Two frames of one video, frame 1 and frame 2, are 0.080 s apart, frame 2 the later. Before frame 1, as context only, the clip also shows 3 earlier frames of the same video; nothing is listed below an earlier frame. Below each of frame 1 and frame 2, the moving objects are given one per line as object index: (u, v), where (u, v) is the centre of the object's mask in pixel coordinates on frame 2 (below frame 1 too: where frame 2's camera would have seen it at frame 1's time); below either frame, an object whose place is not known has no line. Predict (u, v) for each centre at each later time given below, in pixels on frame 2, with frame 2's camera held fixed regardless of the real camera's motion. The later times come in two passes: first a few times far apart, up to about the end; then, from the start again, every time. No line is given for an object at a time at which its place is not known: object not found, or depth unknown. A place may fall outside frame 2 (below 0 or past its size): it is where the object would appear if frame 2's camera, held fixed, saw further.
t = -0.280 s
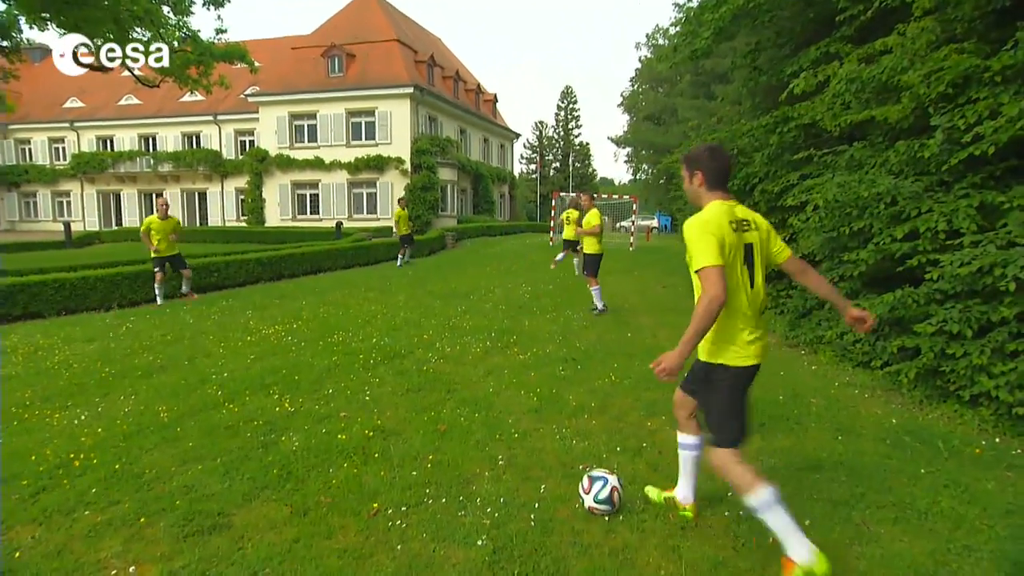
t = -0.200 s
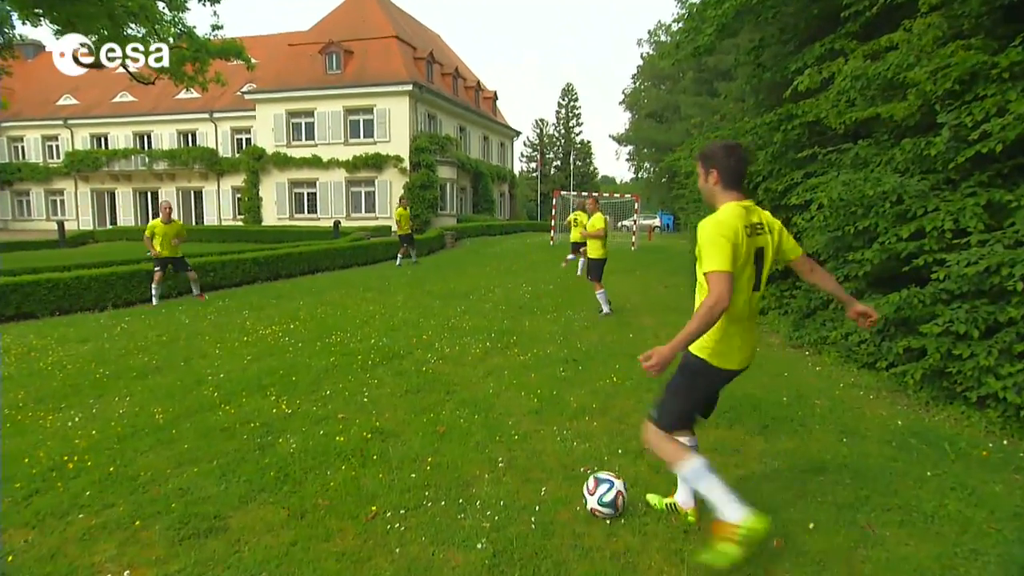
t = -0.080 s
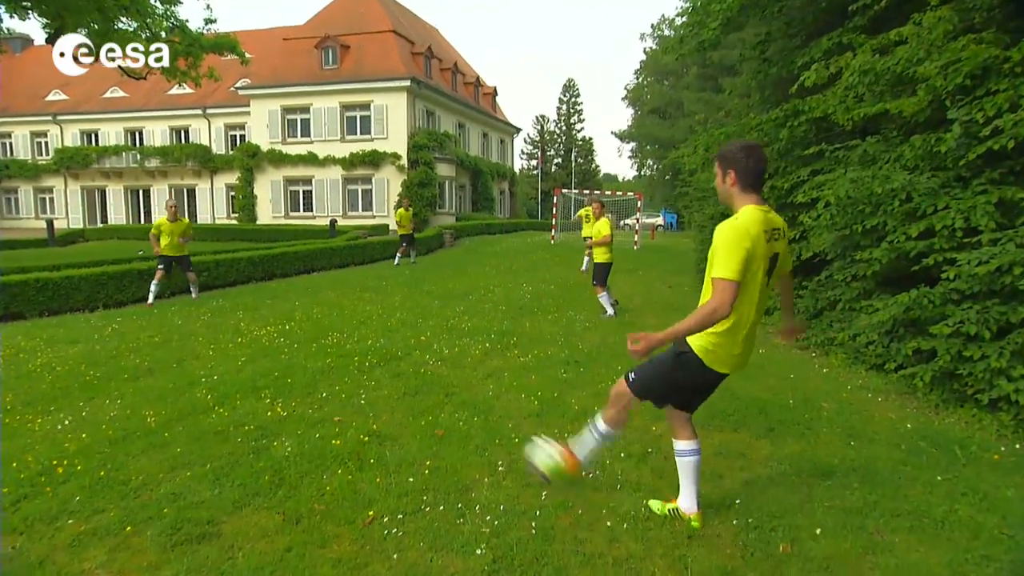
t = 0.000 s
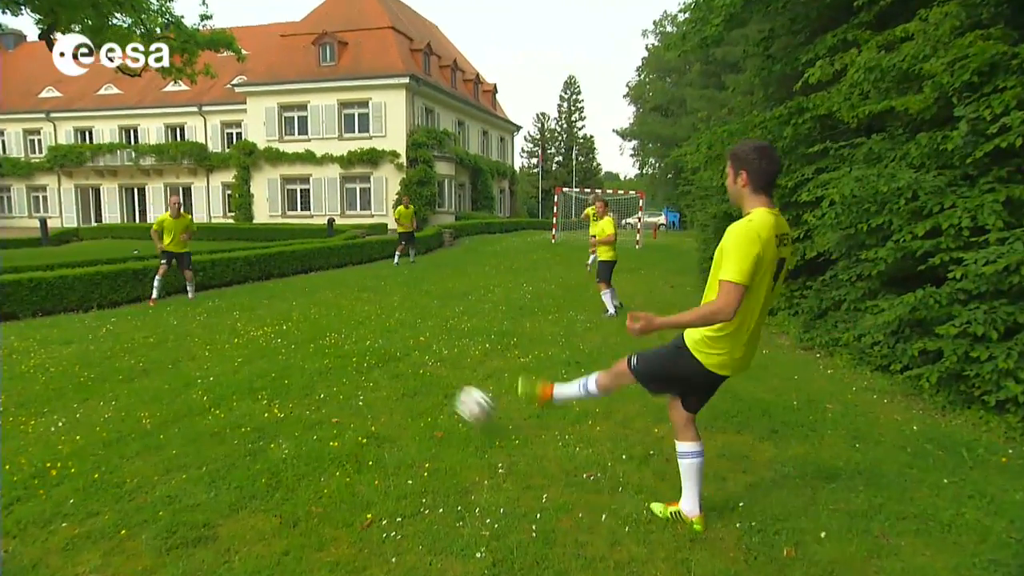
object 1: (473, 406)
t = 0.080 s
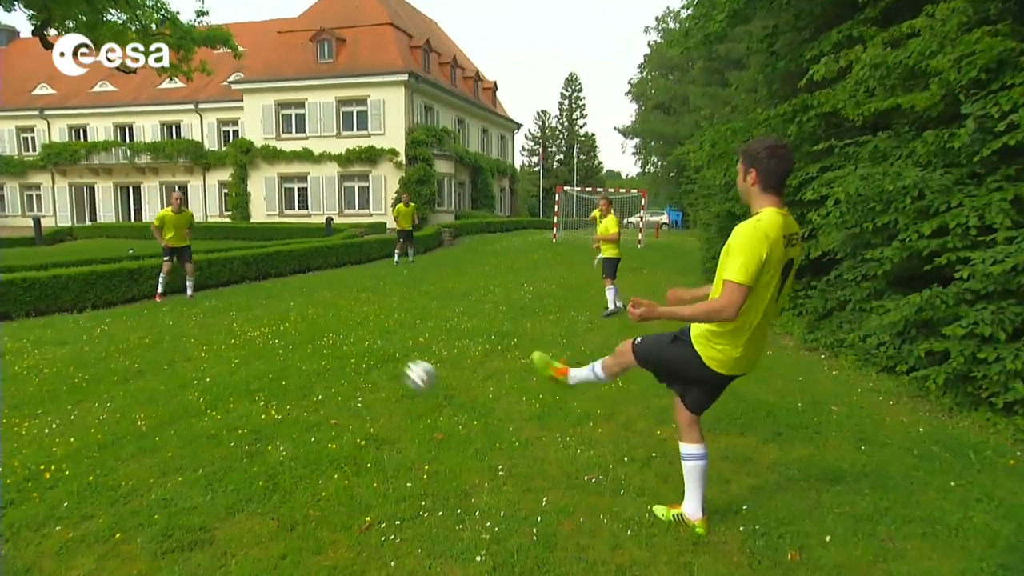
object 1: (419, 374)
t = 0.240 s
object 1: (348, 353)
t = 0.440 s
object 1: (305, 325)
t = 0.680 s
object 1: (269, 308)
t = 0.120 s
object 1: (397, 366)
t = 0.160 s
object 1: (378, 360)
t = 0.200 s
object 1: (361, 357)
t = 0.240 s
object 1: (348, 353)
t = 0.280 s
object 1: (338, 344)
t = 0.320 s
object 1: (330, 338)
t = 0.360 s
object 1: (321, 332)
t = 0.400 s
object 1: (314, 329)
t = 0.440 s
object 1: (305, 325)
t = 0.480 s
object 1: (299, 324)
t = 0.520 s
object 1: (293, 320)
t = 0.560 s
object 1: (286, 317)
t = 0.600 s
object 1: (281, 313)
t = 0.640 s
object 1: (274, 311)
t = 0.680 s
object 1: (269, 308)
